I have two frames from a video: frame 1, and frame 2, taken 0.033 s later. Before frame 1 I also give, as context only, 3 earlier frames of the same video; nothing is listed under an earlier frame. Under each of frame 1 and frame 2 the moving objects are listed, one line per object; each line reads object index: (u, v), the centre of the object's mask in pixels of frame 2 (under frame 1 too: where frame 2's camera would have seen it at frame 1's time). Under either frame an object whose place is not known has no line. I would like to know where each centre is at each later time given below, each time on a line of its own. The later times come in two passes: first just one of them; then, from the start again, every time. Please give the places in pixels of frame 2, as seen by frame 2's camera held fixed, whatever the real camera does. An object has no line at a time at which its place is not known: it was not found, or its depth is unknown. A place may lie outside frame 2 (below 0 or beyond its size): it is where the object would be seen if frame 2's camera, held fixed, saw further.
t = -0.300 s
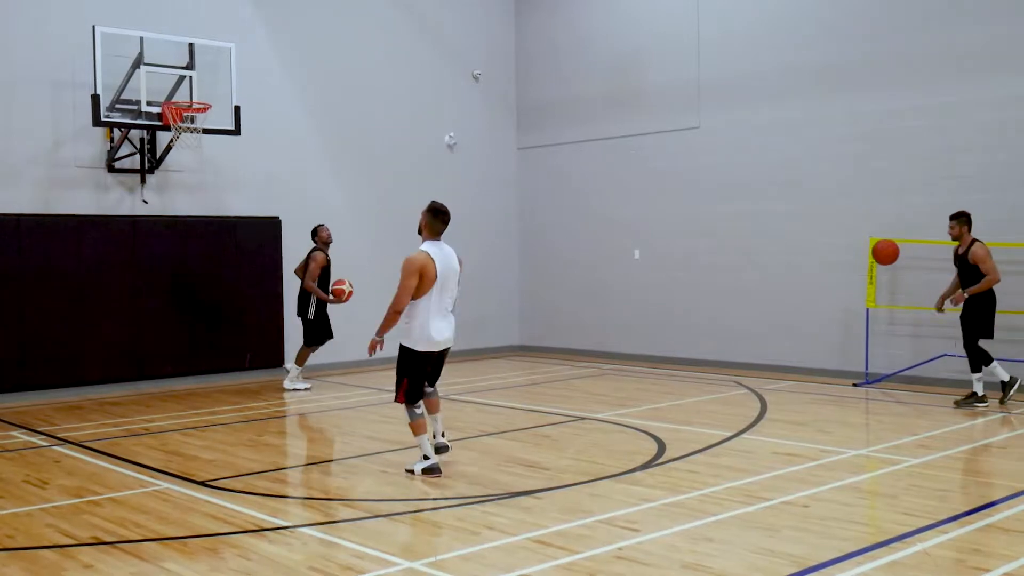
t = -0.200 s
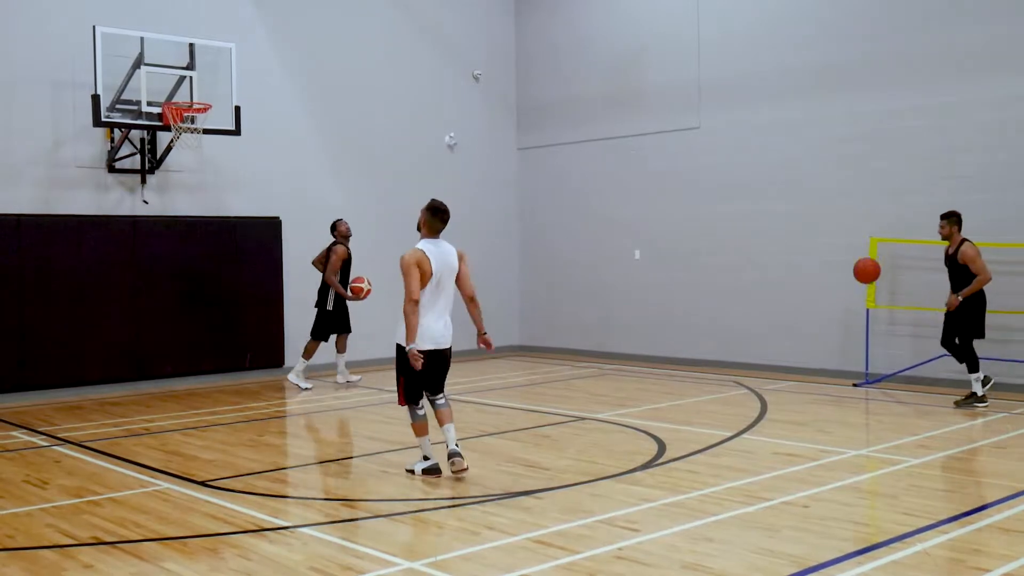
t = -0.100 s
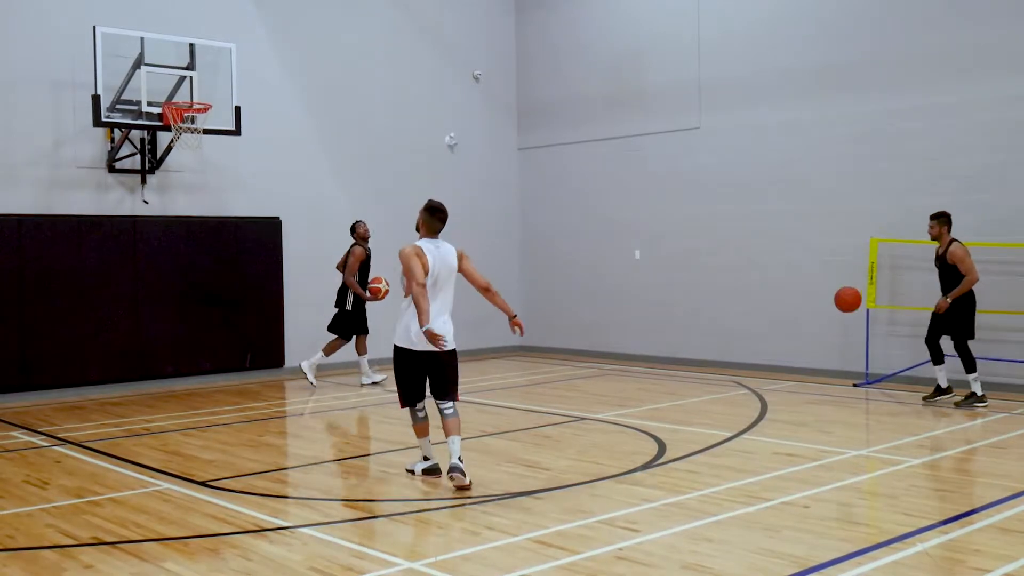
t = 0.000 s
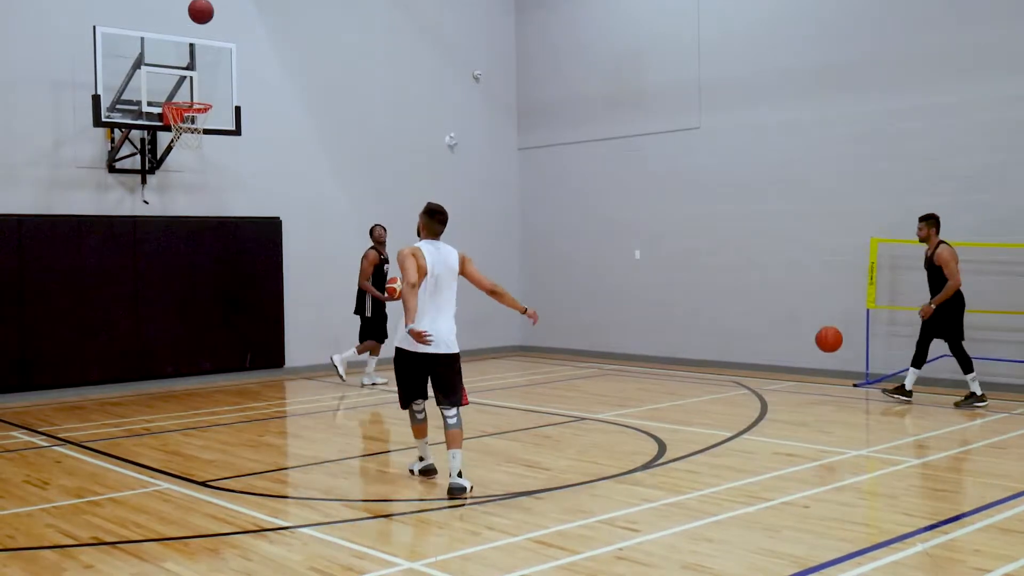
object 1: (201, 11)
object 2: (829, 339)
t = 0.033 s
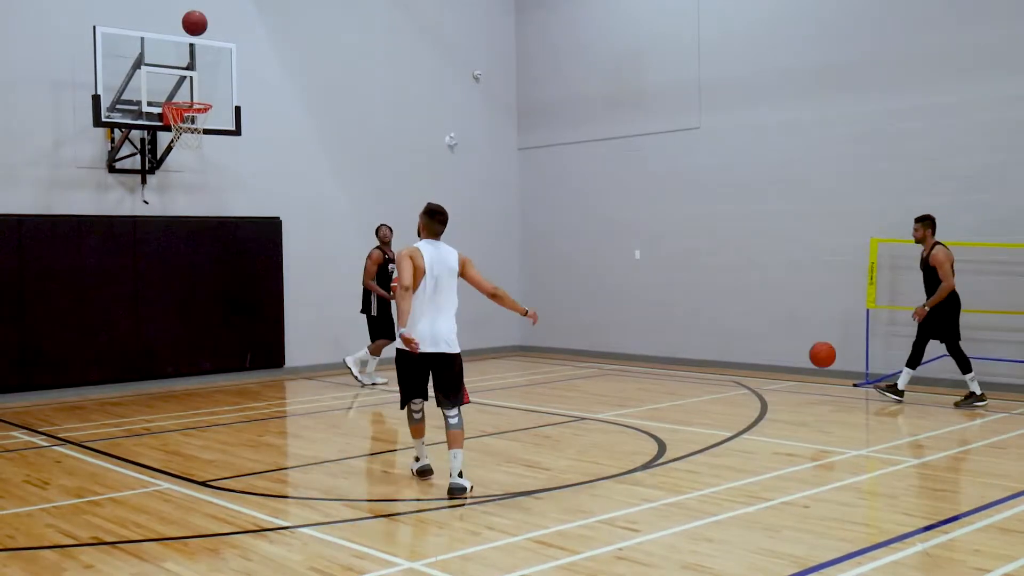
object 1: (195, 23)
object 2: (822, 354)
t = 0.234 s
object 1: (172, 86)
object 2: (818, 352)
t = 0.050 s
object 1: (191, 29)
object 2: (819, 363)
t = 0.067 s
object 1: (188, 36)
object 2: (816, 371)
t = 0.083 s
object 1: (185, 43)
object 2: (813, 380)
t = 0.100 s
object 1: (183, 50)
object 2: (810, 389)
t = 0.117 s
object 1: (180, 57)
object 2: (807, 398)
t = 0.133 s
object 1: (177, 64)
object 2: (808, 391)
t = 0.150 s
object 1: (174, 72)
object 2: (810, 385)
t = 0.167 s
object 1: (171, 79)
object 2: (812, 377)
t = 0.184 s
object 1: (168, 88)
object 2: (813, 371)
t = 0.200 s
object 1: (166, 93)
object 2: (814, 364)
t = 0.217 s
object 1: (169, 91)
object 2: (816, 358)
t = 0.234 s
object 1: (172, 86)
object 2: (818, 352)
